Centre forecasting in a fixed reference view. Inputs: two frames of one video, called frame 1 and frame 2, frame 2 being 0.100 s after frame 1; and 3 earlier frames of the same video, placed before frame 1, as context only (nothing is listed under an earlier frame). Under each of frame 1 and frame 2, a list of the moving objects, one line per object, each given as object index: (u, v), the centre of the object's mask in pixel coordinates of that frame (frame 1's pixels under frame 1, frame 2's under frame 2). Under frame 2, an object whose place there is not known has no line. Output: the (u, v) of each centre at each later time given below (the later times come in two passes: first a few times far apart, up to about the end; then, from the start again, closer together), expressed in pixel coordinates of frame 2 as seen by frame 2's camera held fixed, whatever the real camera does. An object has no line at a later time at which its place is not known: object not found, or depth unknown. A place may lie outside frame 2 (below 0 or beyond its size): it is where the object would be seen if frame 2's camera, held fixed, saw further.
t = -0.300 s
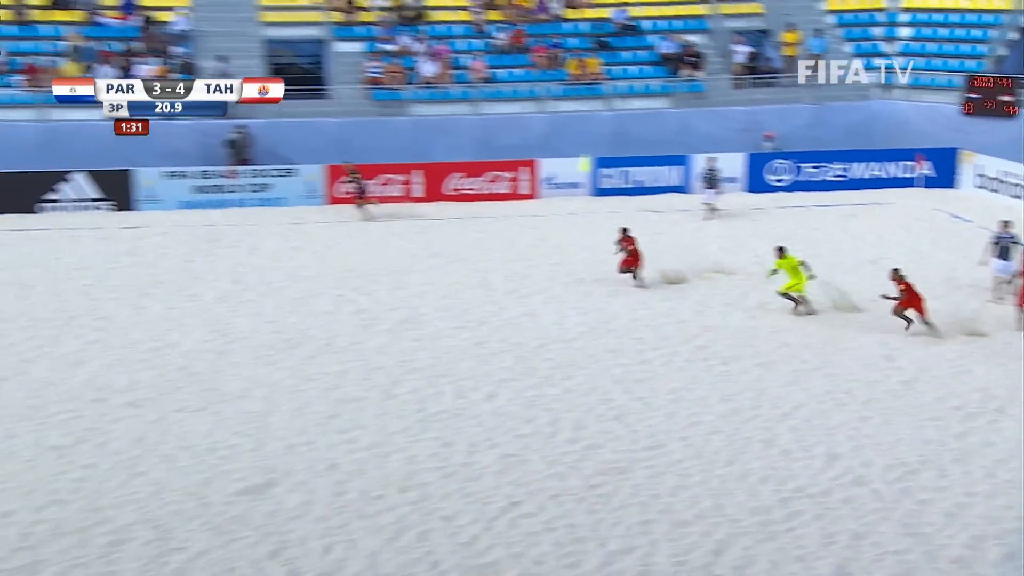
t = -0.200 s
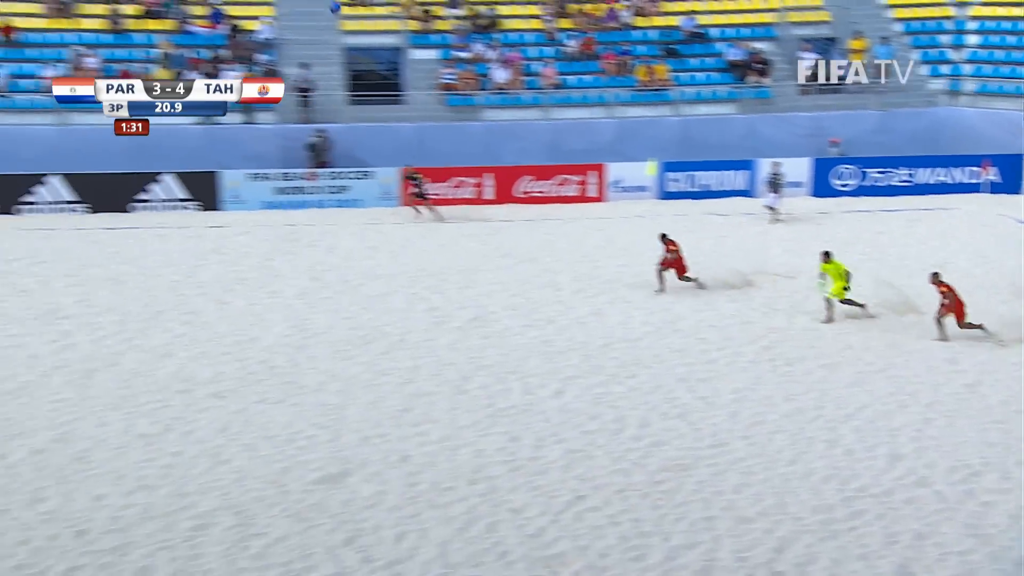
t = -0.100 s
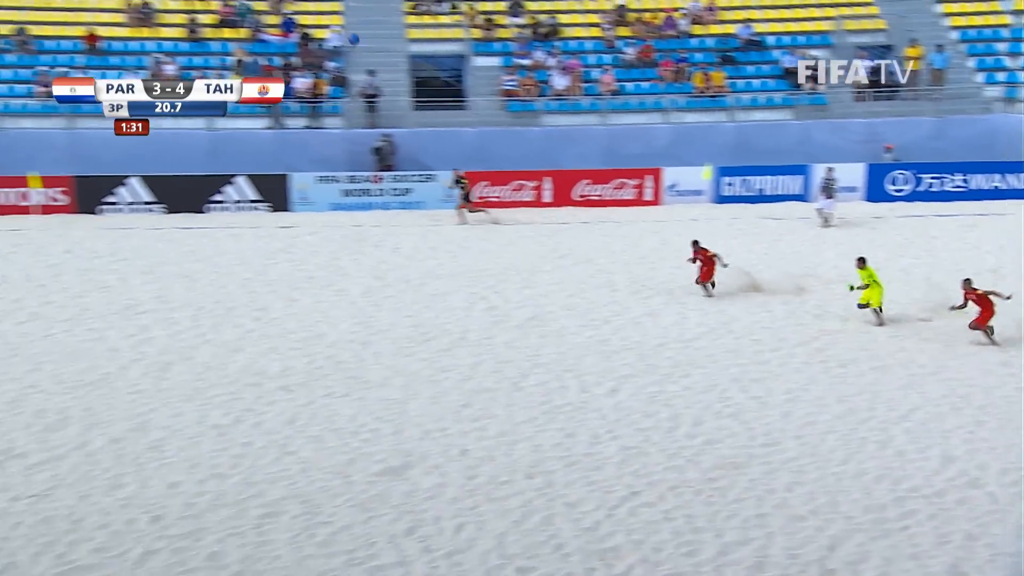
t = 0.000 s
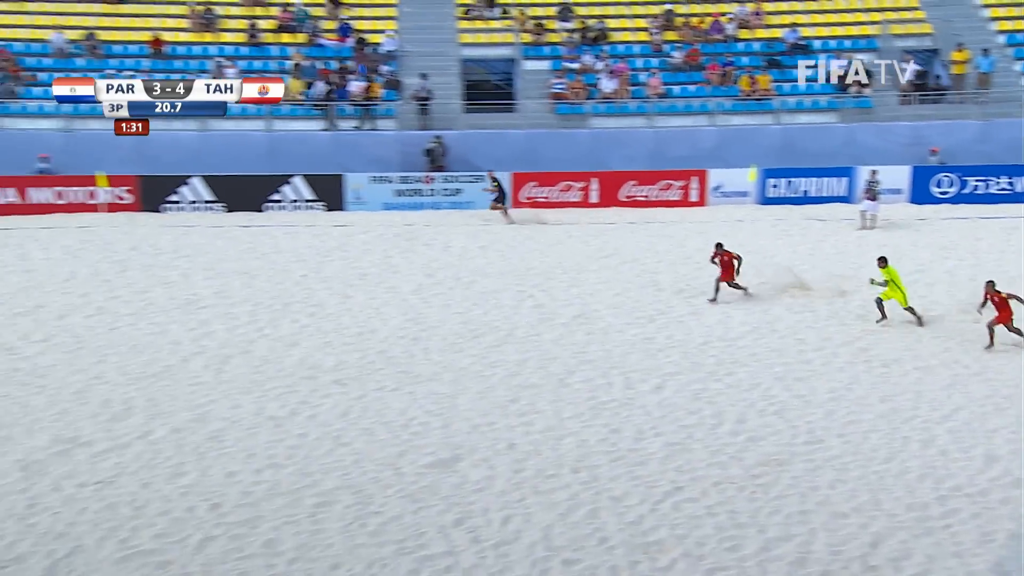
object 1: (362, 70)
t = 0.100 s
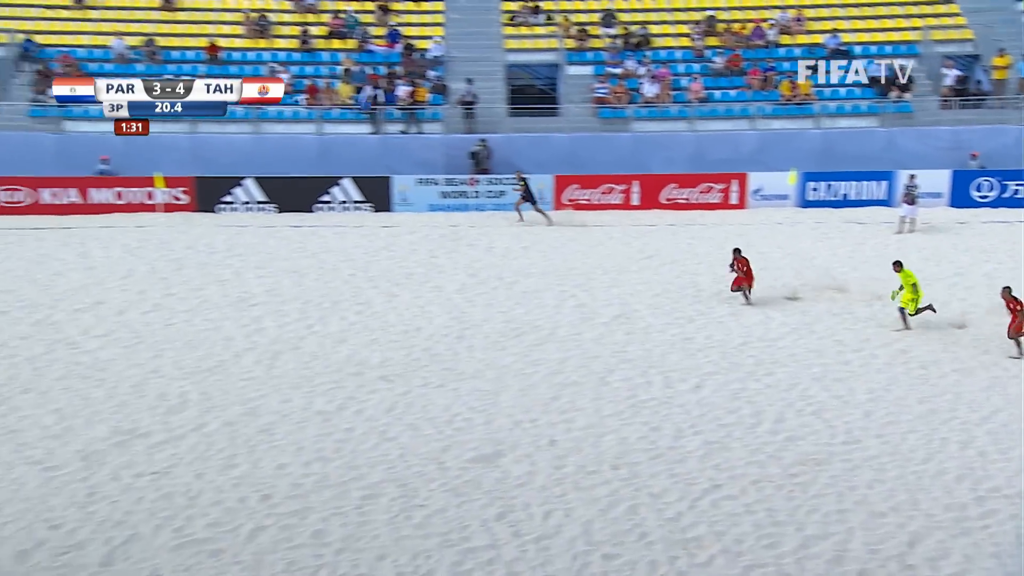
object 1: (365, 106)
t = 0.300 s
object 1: (285, 183)
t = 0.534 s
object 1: (188, 291)
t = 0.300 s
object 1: (285, 183)
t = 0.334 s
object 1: (272, 197)
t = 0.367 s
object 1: (257, 210)
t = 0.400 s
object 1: (244, 226)
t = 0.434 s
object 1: (230, 242)
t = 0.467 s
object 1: (216, 257)
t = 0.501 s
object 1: (202, 274)
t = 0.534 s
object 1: (188, 291)
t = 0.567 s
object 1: (173, 308)
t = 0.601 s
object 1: (159, 326)
